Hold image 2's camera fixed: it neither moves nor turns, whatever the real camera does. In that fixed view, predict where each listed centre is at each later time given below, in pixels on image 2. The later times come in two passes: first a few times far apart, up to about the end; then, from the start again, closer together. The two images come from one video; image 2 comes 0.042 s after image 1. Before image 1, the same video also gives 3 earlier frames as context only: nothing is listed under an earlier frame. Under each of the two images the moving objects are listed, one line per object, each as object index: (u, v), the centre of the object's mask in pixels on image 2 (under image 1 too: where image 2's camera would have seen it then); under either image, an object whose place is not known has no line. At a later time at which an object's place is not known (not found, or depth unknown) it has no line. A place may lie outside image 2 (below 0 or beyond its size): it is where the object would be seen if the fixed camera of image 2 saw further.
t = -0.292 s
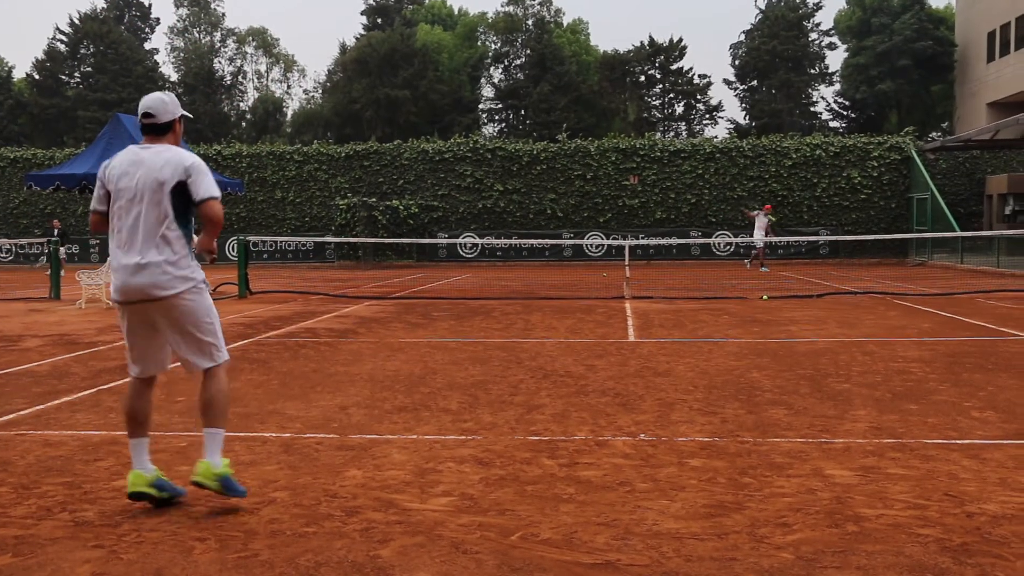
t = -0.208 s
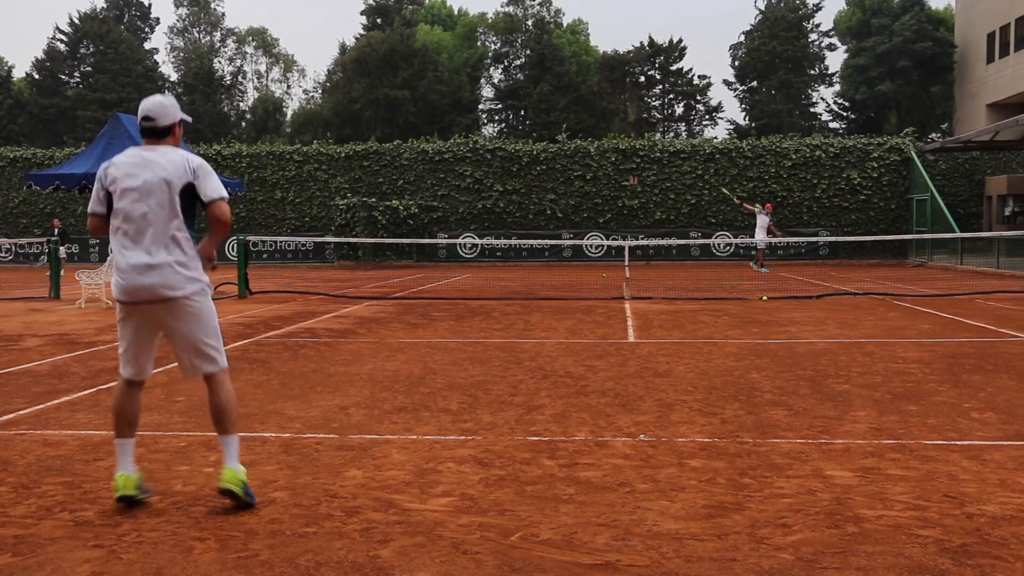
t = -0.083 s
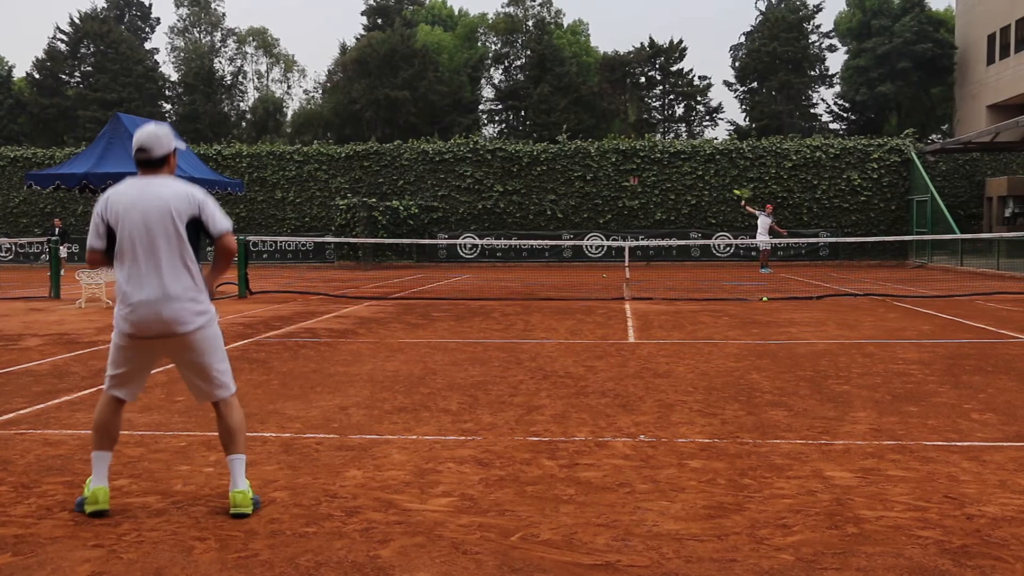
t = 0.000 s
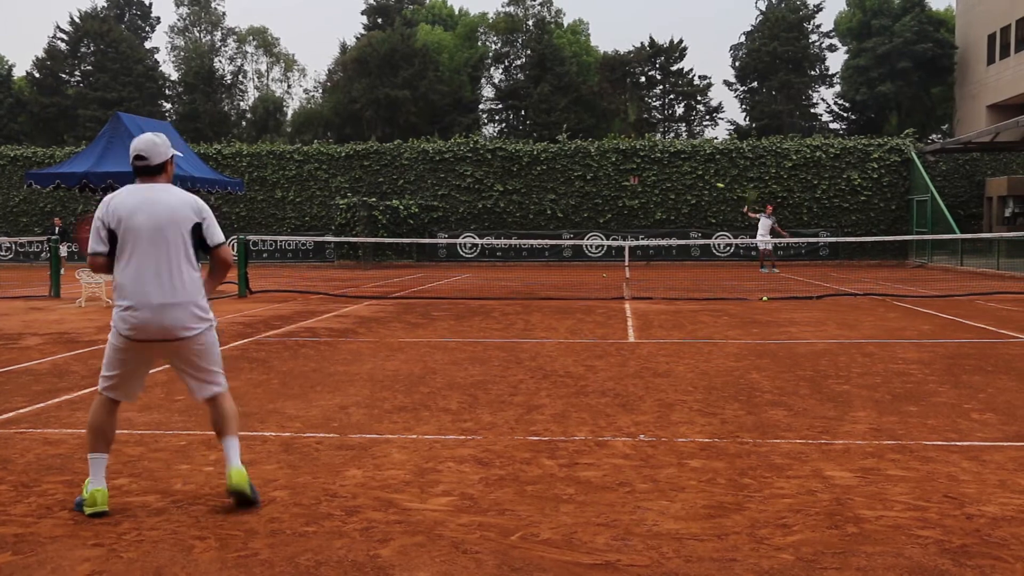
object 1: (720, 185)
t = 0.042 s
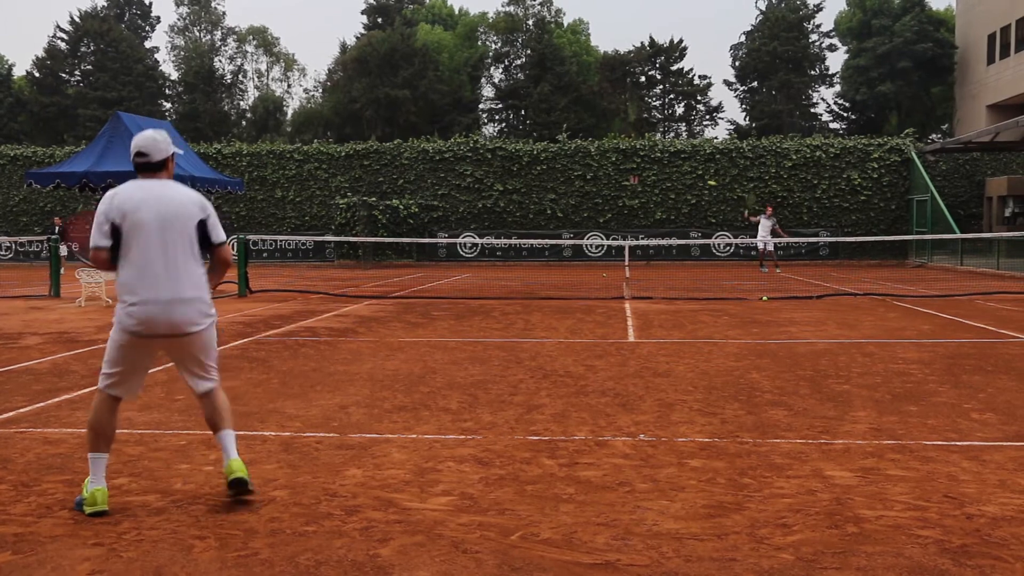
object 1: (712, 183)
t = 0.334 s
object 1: (630, 203)
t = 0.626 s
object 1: (479, 352)
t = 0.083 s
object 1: (702, 182)
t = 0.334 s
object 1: (630, 203)
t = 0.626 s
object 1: (479, 352)
